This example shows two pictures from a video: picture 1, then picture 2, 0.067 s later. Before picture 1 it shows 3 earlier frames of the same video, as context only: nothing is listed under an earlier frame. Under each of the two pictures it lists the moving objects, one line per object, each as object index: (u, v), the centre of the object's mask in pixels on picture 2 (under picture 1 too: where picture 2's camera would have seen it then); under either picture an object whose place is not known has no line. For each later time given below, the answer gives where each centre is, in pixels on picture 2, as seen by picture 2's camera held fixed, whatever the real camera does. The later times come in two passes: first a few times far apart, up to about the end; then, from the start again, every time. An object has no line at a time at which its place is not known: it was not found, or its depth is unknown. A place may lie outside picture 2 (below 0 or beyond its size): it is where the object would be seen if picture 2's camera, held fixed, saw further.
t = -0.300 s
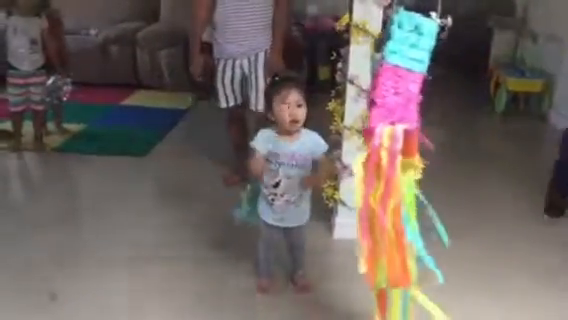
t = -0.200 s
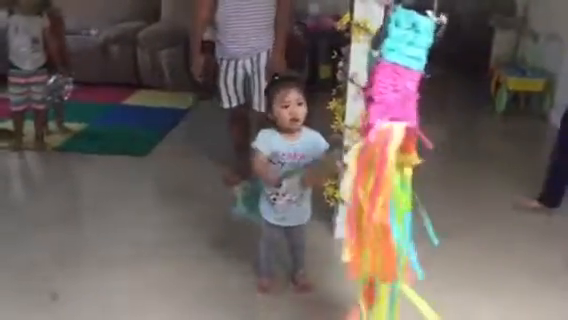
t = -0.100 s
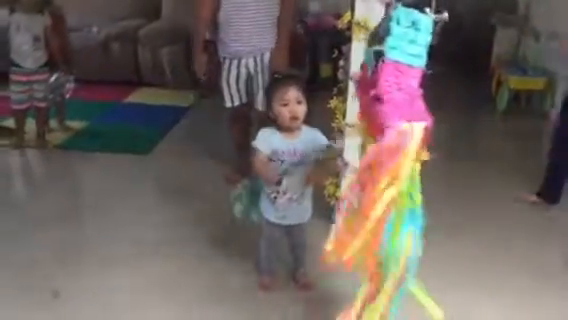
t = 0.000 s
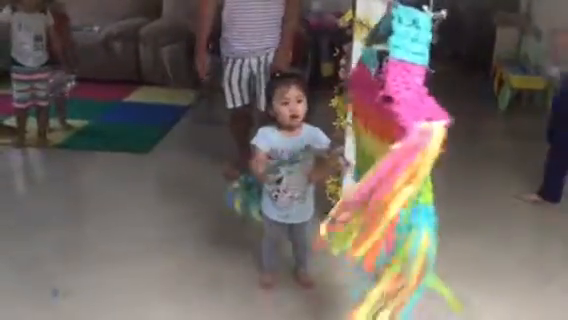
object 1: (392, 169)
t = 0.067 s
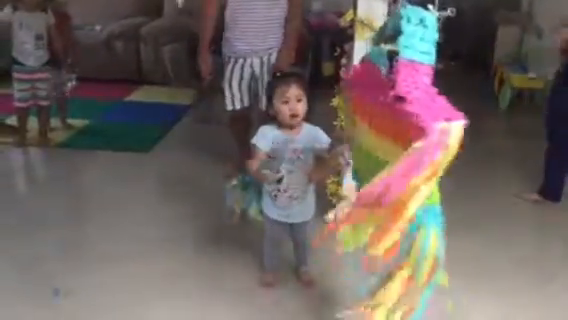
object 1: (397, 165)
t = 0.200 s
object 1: (403, 167)
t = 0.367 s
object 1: (412, 160)
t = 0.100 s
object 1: (399, 167)
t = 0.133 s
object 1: (401, 167)
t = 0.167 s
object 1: (401, 167)
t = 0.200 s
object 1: (403, 167)
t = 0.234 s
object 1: (404, 166)
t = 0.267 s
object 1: (407, 163)
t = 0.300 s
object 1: (408, 162)
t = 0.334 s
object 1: (411, 160)
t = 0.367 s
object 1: (412, 160)
